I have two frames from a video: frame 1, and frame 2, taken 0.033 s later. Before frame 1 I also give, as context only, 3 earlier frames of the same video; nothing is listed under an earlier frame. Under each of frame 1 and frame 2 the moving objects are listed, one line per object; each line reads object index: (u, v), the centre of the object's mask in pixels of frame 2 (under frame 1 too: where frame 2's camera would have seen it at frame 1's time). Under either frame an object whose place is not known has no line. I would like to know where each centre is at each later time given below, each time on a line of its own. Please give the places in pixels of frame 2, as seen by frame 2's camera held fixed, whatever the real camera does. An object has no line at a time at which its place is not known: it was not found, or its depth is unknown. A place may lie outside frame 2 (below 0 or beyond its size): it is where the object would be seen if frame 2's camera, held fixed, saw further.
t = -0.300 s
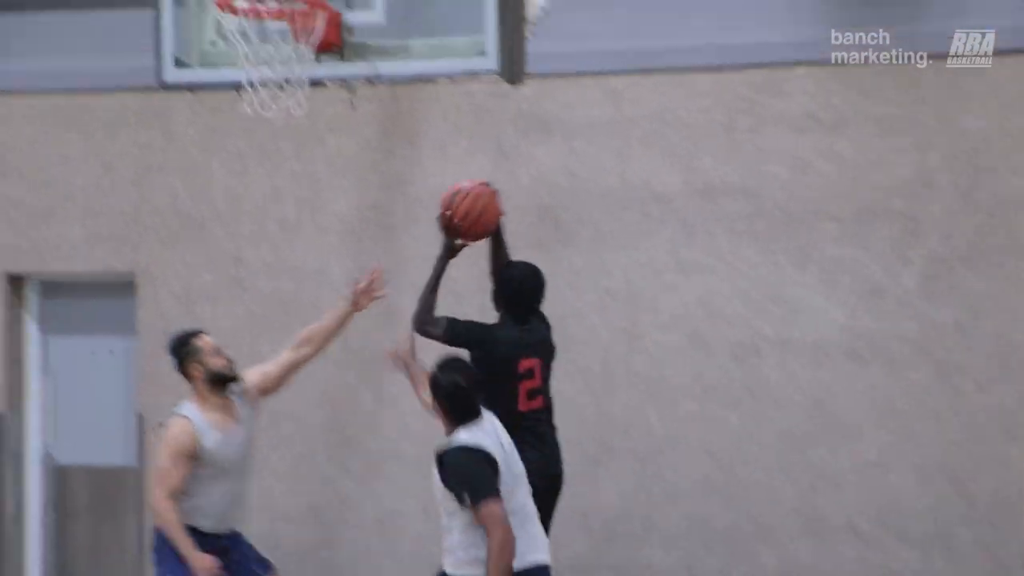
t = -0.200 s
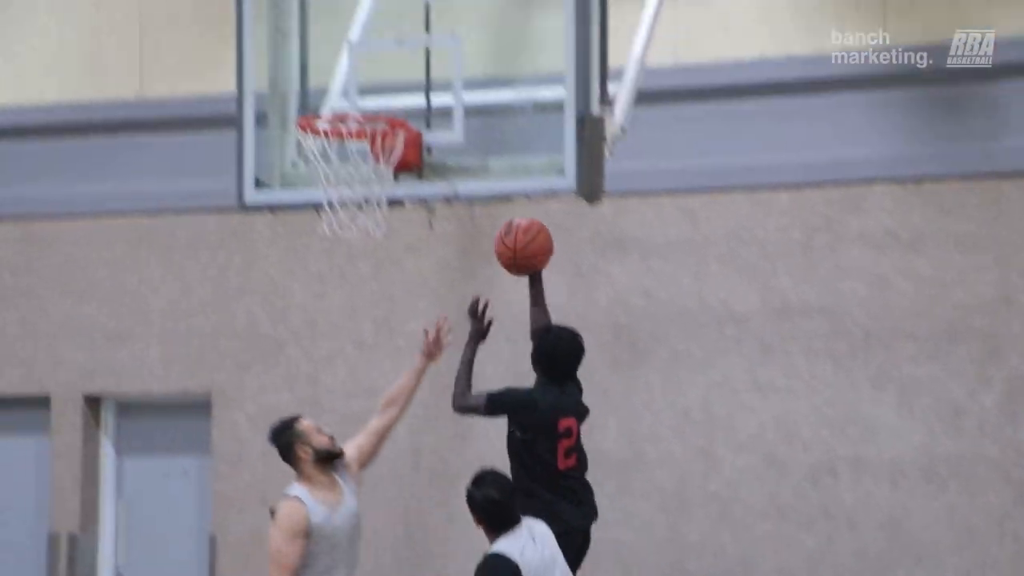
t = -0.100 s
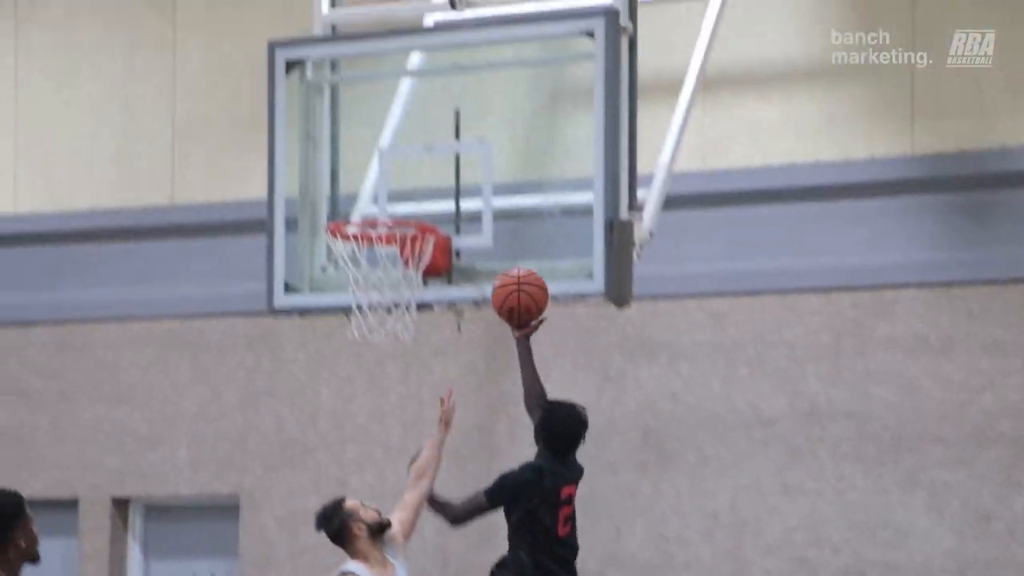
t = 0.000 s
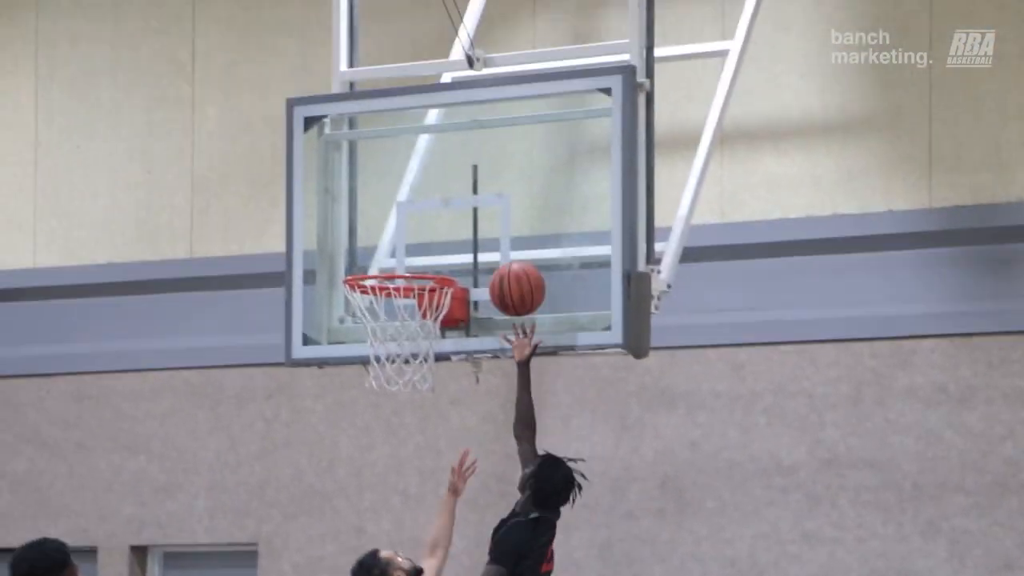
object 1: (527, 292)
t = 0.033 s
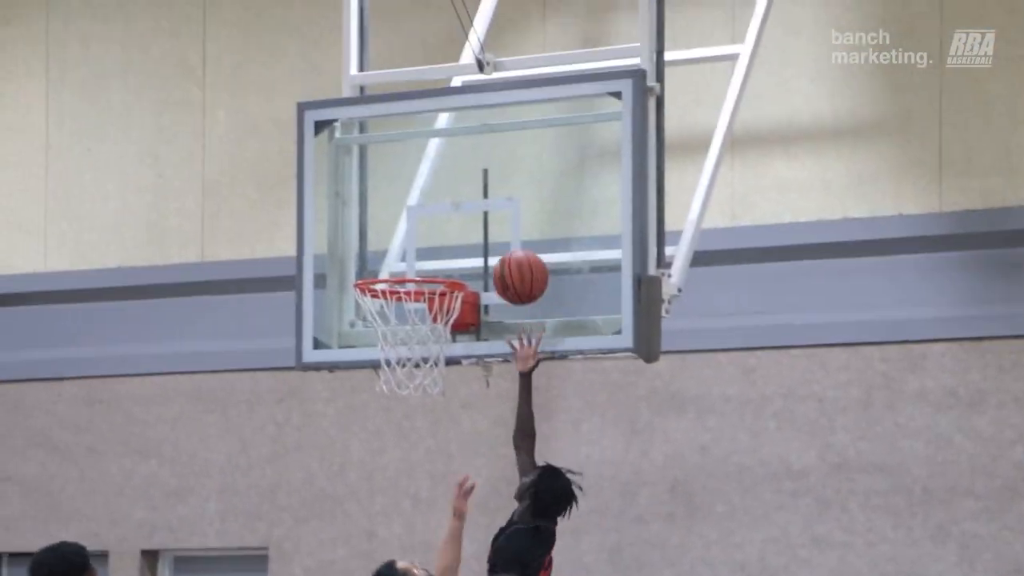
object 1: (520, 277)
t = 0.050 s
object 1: (516, 270)
